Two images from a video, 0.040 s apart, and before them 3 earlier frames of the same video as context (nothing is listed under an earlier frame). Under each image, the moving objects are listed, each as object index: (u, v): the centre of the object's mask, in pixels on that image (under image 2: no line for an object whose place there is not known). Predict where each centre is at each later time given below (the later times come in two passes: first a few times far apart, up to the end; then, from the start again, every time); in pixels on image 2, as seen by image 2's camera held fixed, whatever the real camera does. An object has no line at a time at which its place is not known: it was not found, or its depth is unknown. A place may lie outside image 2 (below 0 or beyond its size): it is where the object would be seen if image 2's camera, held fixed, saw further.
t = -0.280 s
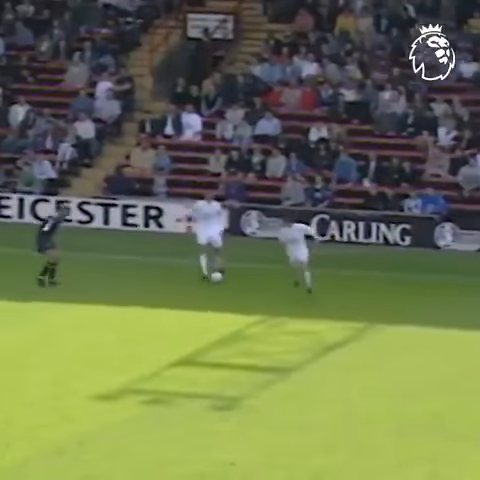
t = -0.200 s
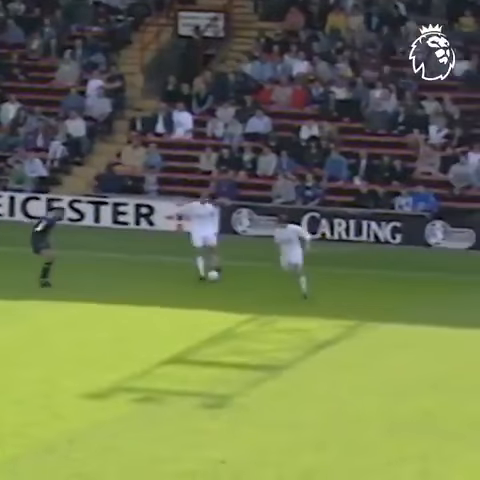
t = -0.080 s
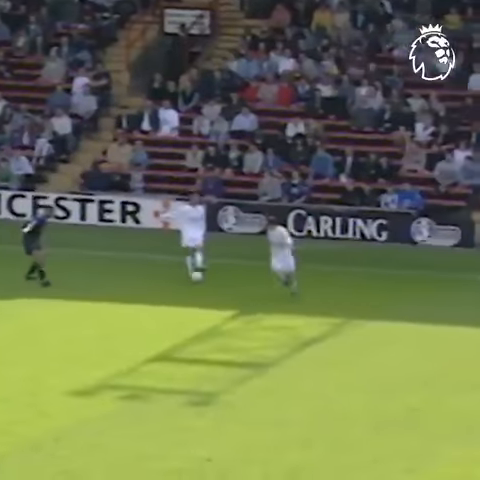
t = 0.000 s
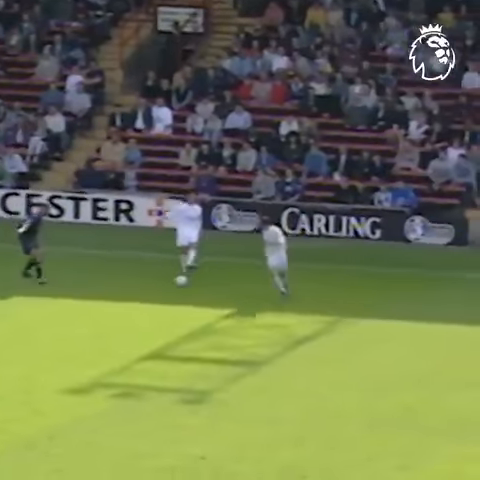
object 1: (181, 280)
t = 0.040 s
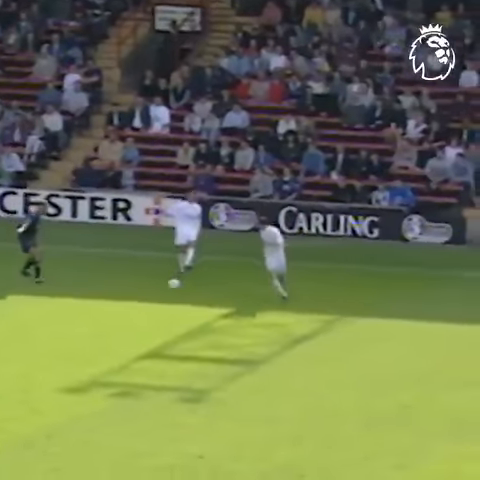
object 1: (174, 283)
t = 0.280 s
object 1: (137, 311)
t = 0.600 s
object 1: (84, 343)
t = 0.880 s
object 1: (33, 368)
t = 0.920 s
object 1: (26, 371)
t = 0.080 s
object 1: (168, 288)
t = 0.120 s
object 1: (163, 294)
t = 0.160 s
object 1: (156, 301)
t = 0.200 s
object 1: (150, 306)
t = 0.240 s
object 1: (142, 309)
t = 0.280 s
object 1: (137, 311)
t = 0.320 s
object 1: (131, 313)
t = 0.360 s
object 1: (124, 317)
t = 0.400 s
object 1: (119, 323)
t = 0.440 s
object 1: (111, 330)
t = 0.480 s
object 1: (105, 333)
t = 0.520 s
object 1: (99, 335)
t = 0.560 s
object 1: (92, 339)
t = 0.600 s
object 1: (84, 343)
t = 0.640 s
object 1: (78, 348)
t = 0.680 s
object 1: (71, 350)
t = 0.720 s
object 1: (63, 353)
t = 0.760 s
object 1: (56, 357)
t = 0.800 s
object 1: (48, 361)
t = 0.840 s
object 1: (39, 365)
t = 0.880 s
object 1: (33, 368)
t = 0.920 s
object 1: (26, 371)
